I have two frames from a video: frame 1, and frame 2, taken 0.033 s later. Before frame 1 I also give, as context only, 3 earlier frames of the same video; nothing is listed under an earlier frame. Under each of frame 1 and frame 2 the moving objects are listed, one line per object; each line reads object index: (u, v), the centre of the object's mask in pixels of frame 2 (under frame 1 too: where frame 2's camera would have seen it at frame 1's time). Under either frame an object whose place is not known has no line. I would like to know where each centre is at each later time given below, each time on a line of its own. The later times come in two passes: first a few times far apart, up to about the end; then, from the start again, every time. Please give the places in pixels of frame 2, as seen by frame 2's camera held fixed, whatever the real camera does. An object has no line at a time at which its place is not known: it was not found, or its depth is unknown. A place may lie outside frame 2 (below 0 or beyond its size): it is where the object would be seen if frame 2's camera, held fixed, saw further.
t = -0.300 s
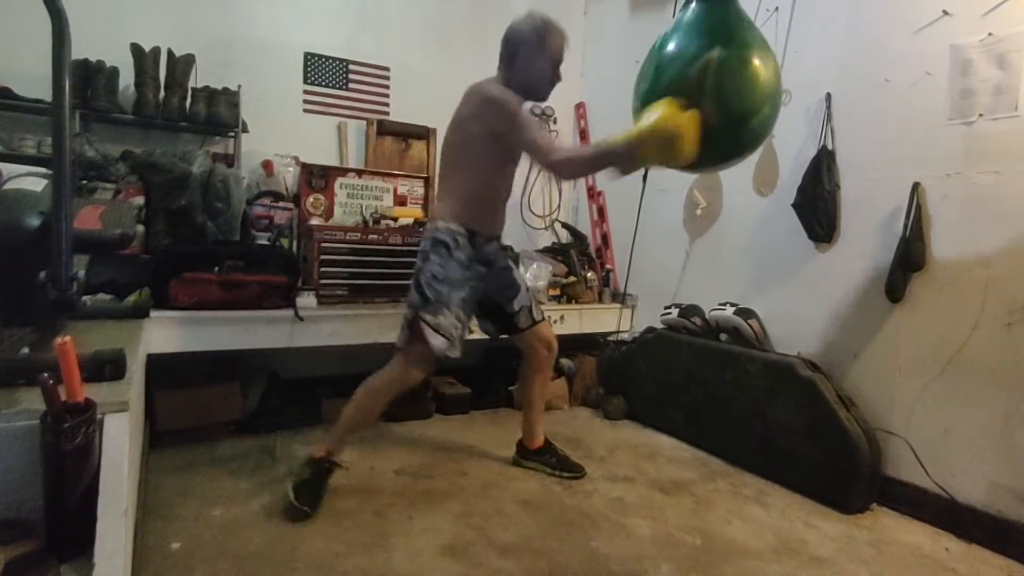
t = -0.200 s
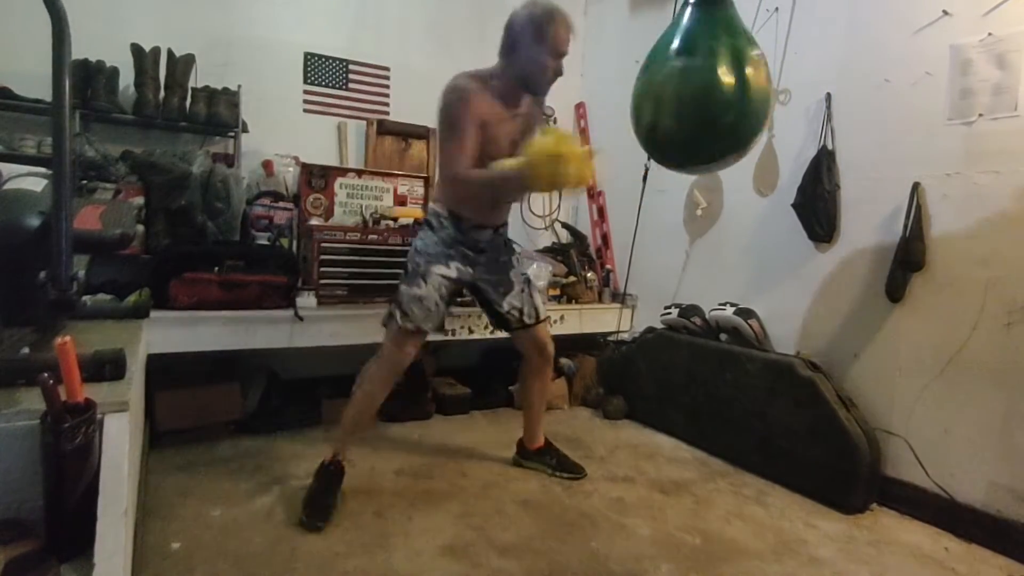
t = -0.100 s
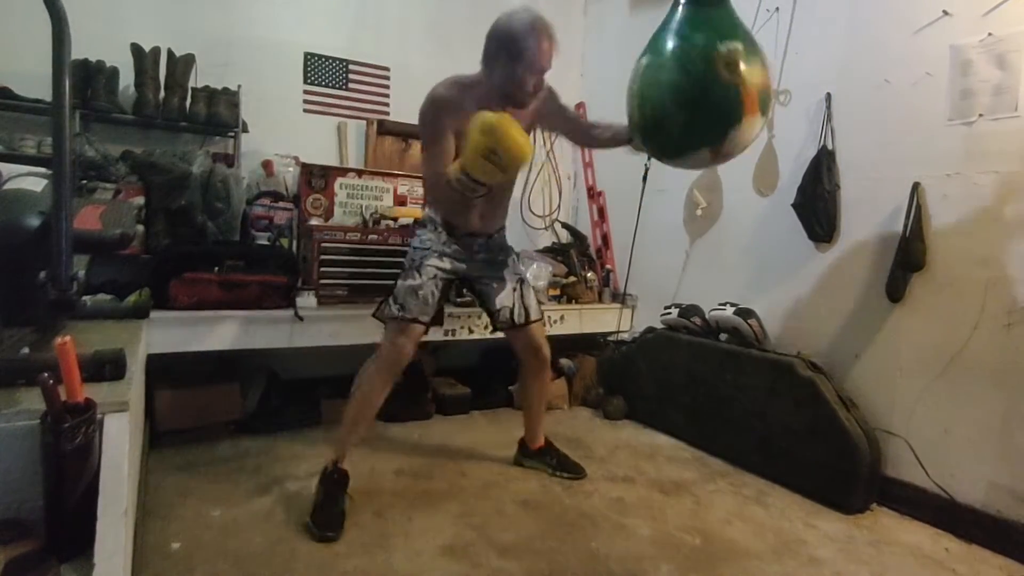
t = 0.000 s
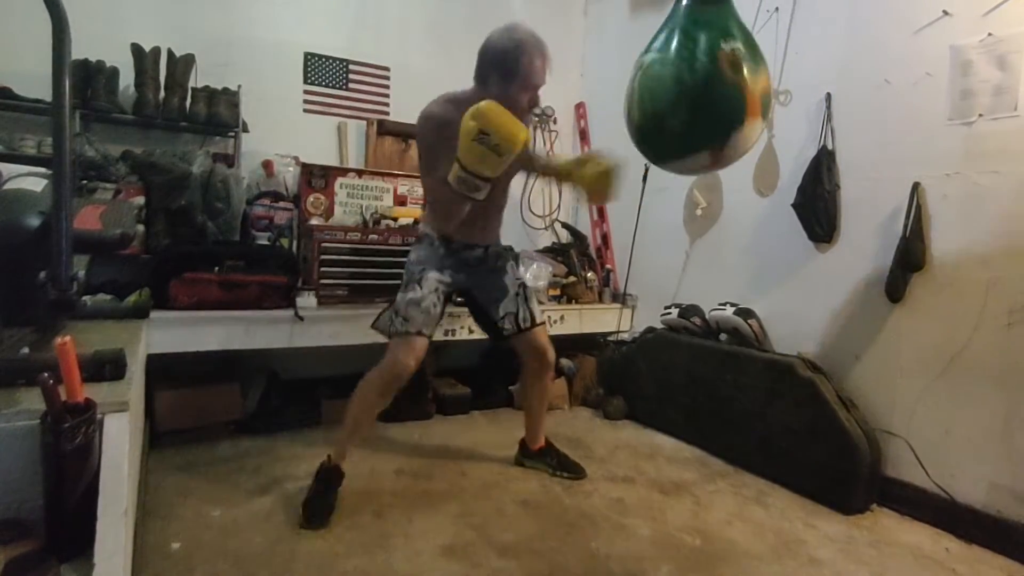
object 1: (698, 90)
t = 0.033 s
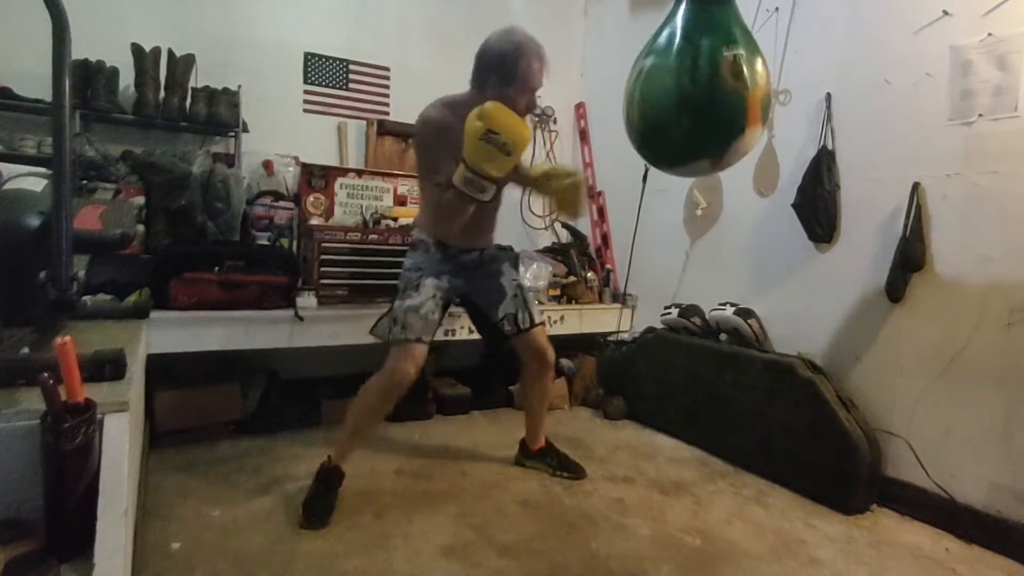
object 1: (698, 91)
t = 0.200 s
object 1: (696, 89)
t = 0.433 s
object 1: (694, 77)
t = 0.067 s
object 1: (697, 90)
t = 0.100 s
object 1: (697, 90)
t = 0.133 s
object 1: (696, 91)
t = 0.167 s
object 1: (696, 91)
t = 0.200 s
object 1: (696, 89)
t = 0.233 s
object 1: (695, 88)
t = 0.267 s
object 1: (695, 88)
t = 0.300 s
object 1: (695, 86)
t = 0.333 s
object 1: (694, 84)
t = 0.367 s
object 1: (694, 82)
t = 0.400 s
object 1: (694, 80)
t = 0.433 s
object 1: (694, 77)
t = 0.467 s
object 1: (694, 75)
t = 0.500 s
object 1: (694, 72)
